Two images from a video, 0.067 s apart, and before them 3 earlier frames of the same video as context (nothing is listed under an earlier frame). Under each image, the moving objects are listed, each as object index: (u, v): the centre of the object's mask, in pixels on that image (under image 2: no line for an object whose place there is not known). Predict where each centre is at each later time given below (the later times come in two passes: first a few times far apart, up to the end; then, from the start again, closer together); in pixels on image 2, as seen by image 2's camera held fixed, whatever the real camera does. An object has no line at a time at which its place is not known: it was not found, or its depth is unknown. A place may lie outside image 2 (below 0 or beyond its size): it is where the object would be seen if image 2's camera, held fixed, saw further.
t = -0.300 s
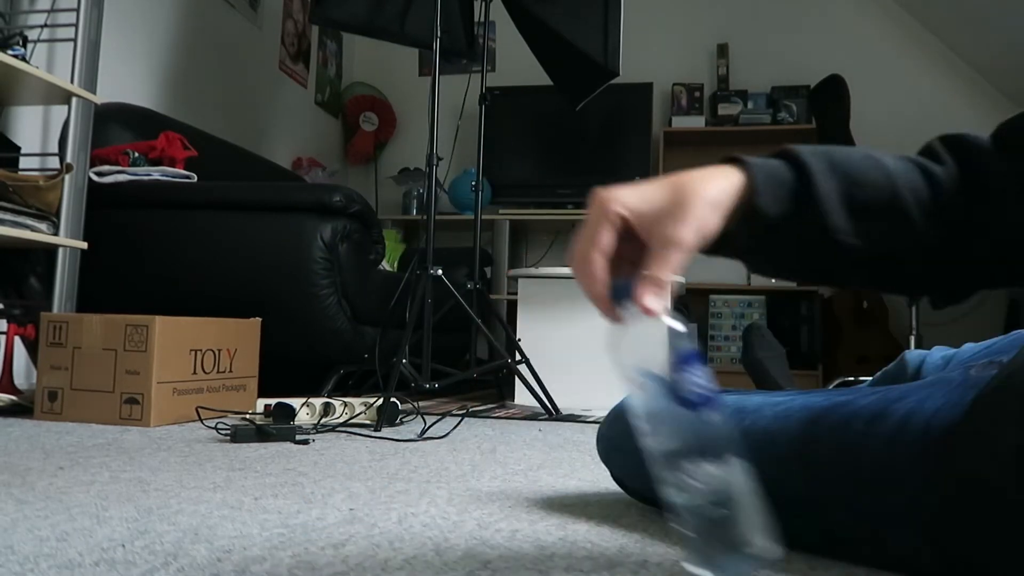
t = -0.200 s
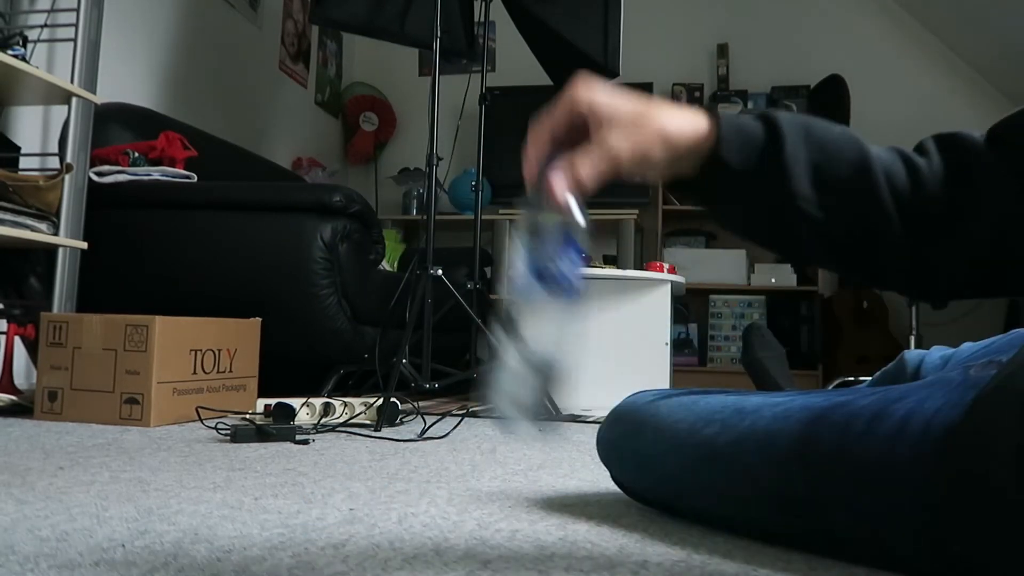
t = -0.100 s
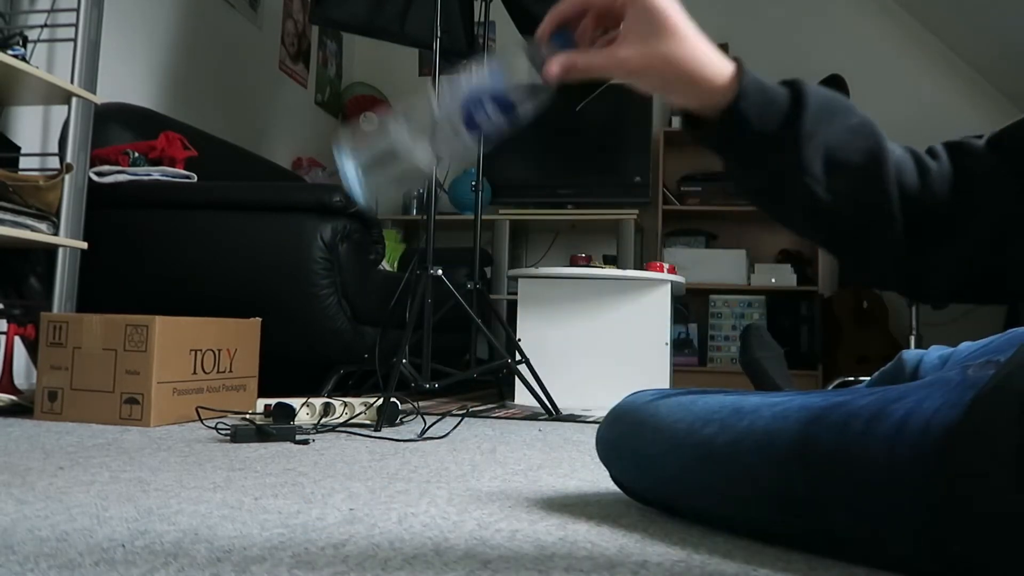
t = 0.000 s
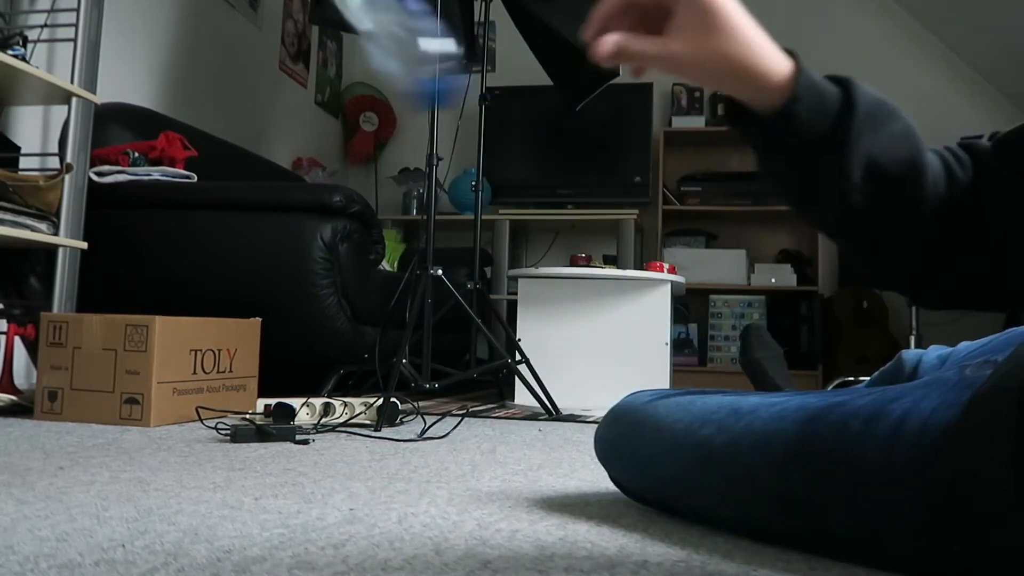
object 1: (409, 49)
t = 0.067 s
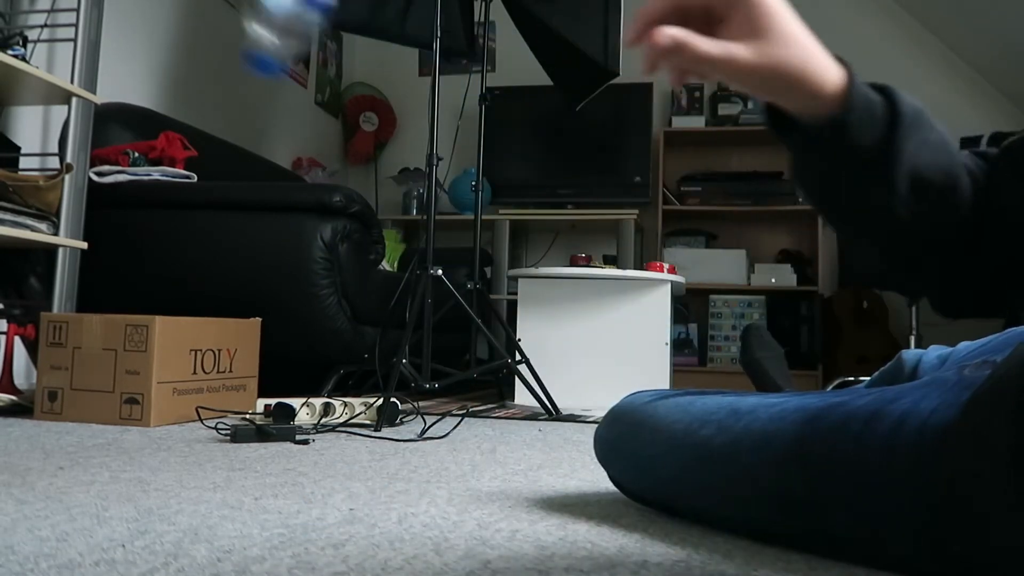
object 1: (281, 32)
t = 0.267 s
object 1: (249, 17)
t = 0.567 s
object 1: (136, 427)
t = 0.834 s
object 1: (105, 484)
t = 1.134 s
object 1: (101, 484)
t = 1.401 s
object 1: (108, 484)
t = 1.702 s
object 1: (108, 483)
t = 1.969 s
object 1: (109, 484)
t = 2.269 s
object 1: (102, 481)
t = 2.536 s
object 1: (106, 485)
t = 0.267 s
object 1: (249, 17)
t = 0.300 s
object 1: (225, 49)
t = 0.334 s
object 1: (208, 109)
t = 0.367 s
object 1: (191, 186)
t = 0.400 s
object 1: (172, 267)
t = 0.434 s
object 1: (153, 354)
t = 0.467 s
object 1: (145, 423)
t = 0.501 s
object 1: (141, 423)
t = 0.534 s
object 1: (138, 424)
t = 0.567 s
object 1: (136, 427)
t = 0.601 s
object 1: (132, 435)
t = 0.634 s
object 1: (129, 443)
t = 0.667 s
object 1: (125, 453)
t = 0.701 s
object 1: (122, 469)
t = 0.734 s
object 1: (117, 486)
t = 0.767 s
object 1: (110, 484)
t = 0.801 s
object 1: (107, 484)
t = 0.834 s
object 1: (105, 484)
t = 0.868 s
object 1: (105, 484)
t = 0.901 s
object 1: (105, 484)
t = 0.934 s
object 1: (104, 484)
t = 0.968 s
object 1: (104, 484)
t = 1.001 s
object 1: (101, 484)
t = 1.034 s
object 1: (100, 483)
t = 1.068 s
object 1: (99, 483)
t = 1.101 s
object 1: (100, 484)
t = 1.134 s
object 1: (101, 484)
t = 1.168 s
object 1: (103, 484)
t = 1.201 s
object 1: (103, 483)
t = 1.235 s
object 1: (103, 483)
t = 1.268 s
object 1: (103, 483)
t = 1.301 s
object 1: (105, 483)
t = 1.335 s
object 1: (105, 483)
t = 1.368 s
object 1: (107, 484)
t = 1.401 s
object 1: (108, 484)
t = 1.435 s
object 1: (108, 483)
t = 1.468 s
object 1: (108, 484)
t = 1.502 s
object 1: (108, 483)
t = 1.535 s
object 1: (108, 483)
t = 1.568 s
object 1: (107, 483)
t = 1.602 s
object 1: (108, 483)
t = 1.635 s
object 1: (108, 483)
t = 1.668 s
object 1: (108, 483)
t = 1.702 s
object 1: (108, 483)
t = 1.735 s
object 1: (108, 484)
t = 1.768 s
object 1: (108, 484)
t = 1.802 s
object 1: (107, 483)
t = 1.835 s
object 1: (108, 483)
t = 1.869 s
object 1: (108, 484)
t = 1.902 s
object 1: (108, 484)
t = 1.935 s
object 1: (108, 484)
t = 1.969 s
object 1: (109, 484)
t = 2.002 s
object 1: (105, 484)
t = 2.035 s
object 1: (106, 484)
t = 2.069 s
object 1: (105, 483)
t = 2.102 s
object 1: (105, 484)
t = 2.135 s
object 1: (105, 483)
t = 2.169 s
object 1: (104, 482)
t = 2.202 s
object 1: (104, 483)
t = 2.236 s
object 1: (104, 483)
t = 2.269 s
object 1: (102, 481)
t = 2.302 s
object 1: (103, 482)
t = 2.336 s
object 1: (102, 482)
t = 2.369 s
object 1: (103, 482)
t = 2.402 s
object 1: (103, 482)
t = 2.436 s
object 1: (103, 482)
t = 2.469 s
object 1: (102, 482)
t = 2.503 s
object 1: (100, 484)
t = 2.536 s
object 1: (106, 485)
